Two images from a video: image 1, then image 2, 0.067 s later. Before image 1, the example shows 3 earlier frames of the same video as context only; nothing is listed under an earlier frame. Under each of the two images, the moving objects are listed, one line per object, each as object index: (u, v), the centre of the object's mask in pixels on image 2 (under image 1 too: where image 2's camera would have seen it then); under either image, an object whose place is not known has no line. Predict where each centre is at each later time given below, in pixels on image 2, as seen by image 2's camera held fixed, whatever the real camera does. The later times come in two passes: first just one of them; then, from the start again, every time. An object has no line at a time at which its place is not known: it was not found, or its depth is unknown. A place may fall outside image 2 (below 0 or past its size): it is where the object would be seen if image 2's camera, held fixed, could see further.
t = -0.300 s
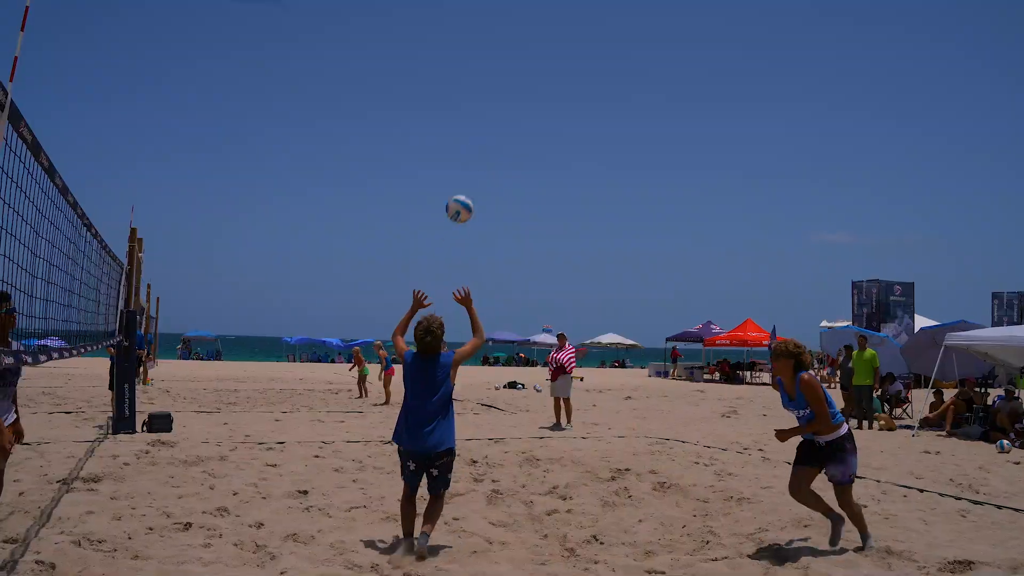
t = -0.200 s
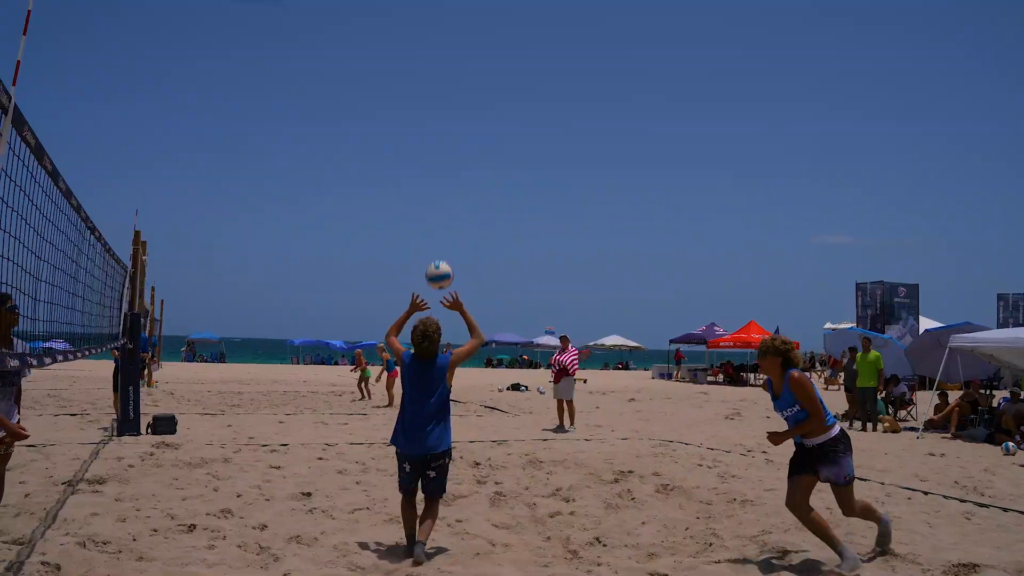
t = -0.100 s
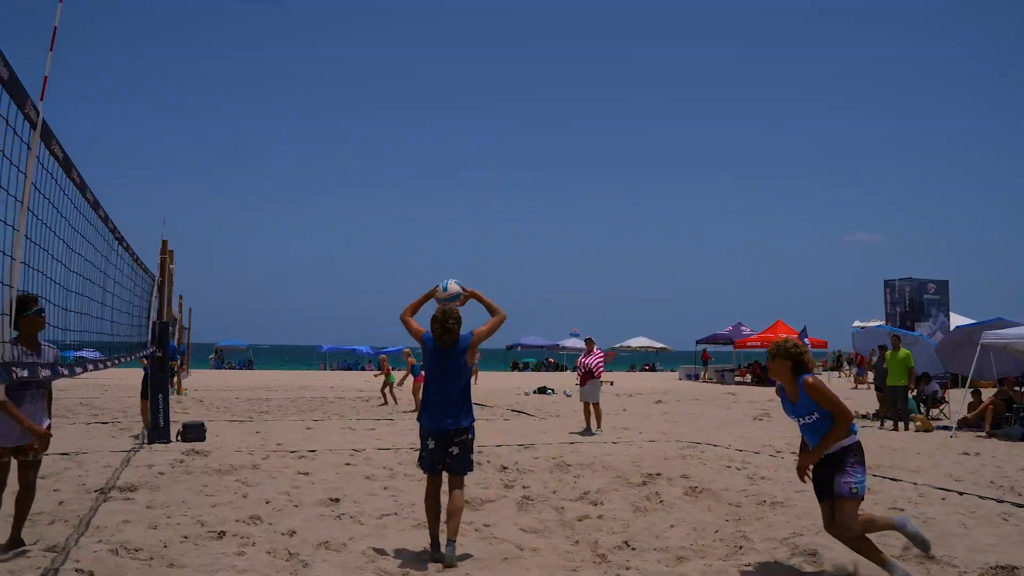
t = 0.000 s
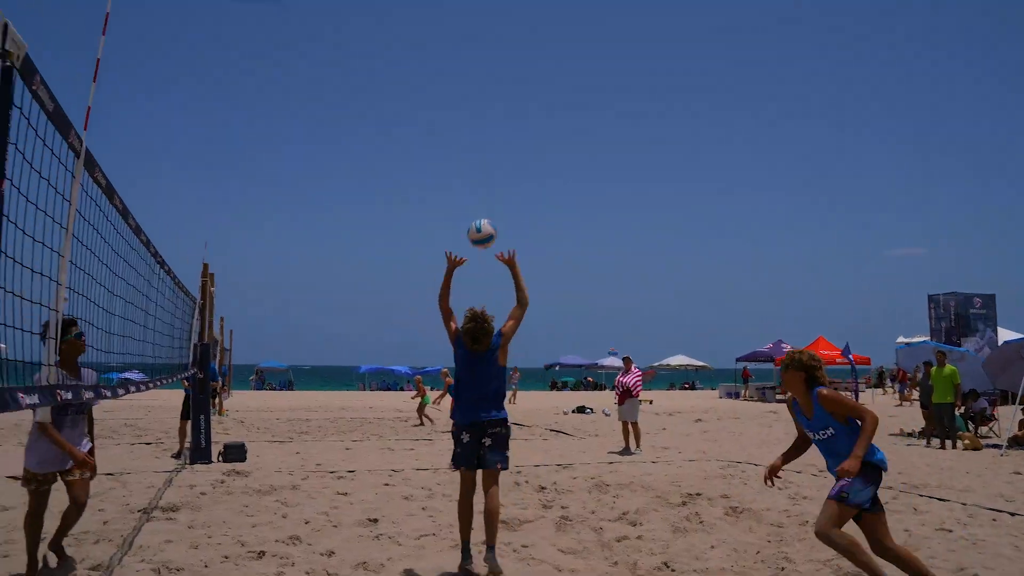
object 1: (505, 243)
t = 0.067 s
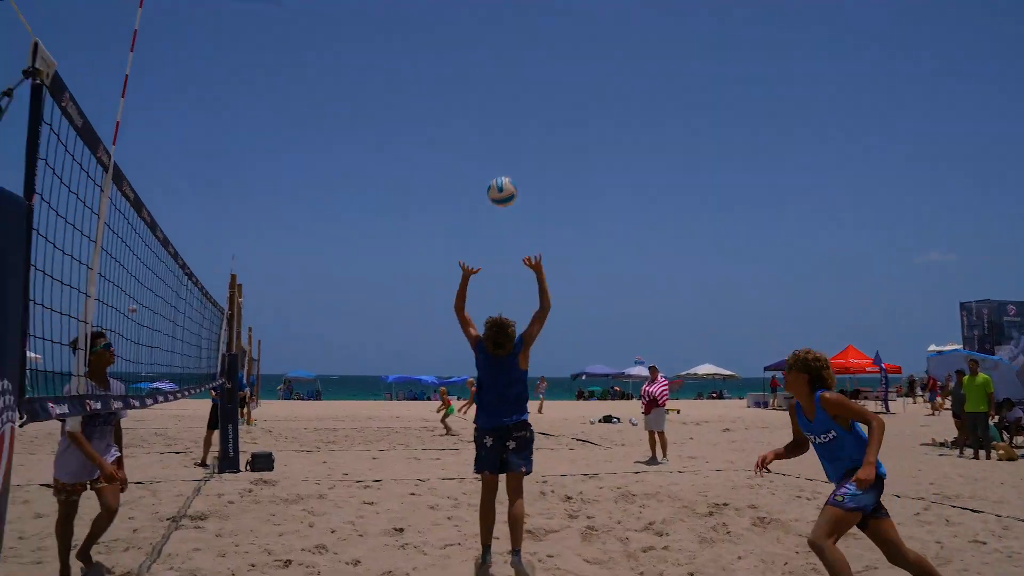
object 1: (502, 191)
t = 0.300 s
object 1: (488, 55)
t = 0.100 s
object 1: (501, 168)
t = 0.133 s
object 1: (499, 146)
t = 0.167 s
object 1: (497, 125)
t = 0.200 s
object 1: (495, 105)
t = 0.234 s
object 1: (492, 87)
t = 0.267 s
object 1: (490, 71)
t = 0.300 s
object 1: (488, 55)
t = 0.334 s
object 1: (486, 42)
